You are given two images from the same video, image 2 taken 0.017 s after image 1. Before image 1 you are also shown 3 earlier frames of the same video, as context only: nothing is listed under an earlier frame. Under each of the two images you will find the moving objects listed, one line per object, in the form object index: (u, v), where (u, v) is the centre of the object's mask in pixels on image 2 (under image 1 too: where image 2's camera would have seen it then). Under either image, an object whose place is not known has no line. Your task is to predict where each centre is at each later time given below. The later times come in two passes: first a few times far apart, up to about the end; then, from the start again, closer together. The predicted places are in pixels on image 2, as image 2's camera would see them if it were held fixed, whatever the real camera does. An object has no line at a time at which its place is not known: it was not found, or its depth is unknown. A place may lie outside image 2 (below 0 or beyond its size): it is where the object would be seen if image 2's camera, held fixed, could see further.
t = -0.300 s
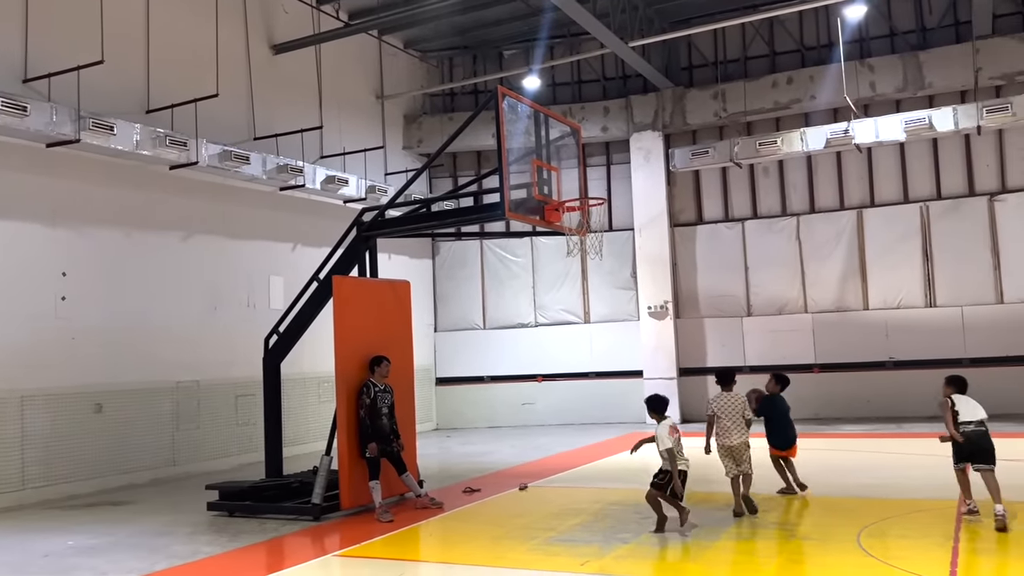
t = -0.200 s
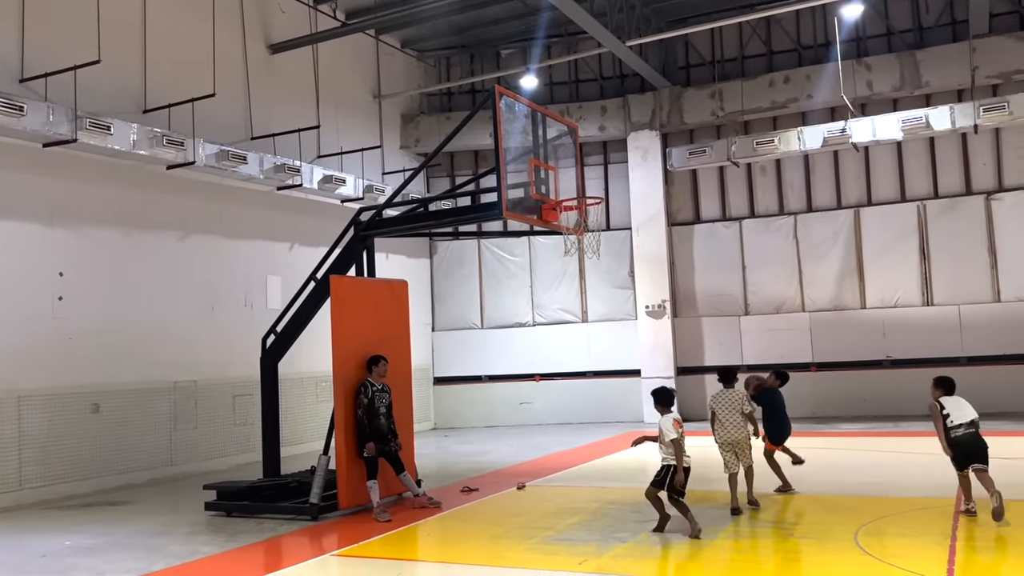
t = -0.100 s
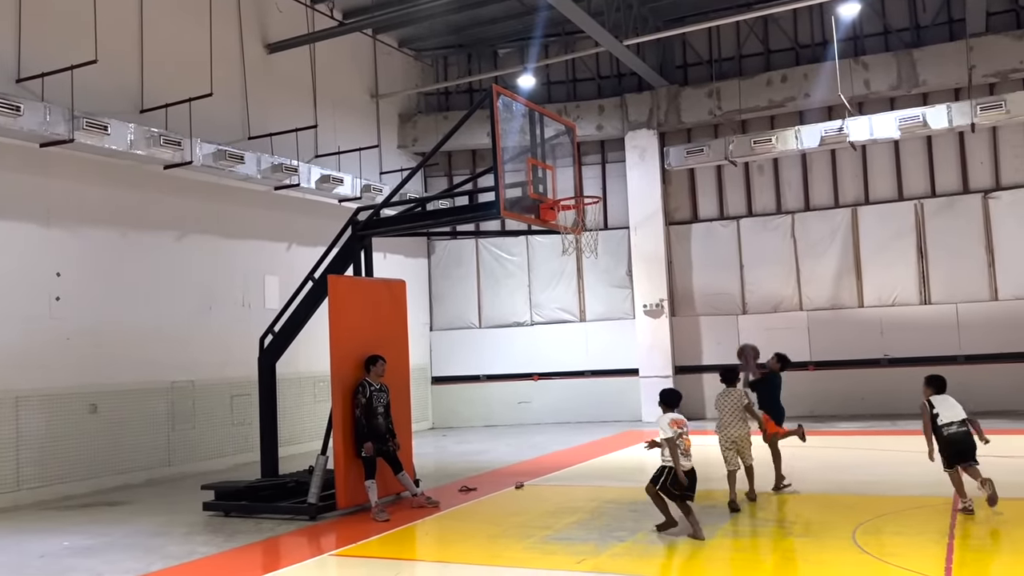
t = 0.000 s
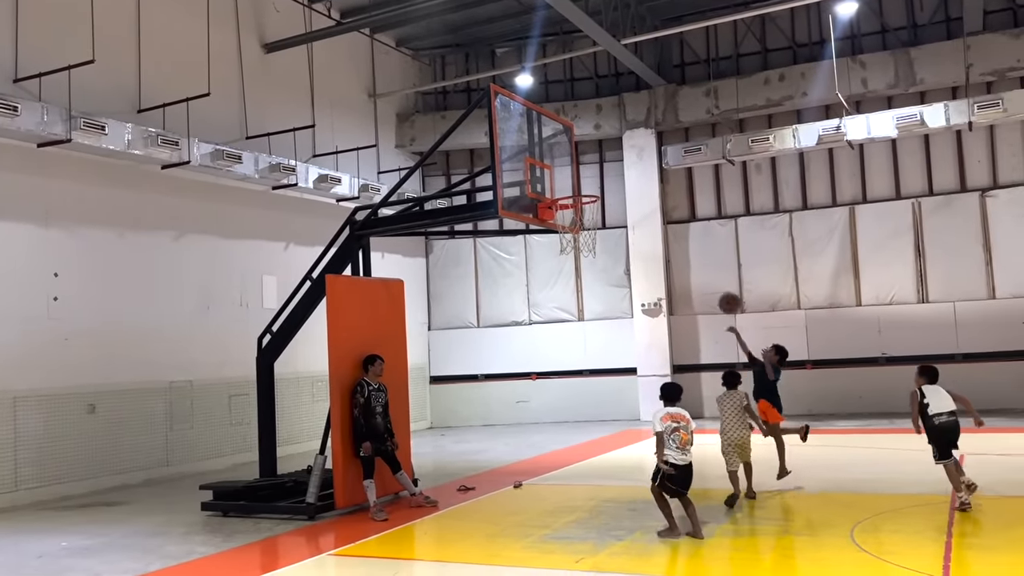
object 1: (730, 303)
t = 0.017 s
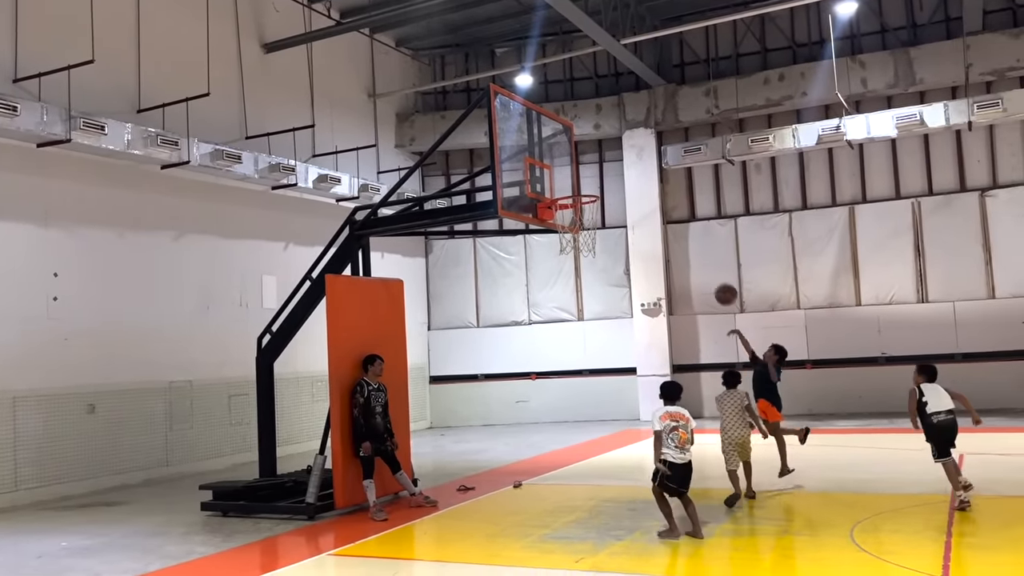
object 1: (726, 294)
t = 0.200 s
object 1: (690, 217)
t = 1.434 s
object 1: (618, 277)
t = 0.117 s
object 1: (706, 249)
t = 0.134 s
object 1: (703, 242)
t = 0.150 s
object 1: (699, 235)
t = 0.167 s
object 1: (696, 229)
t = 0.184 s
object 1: (693, 223)
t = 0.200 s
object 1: (690, 217)
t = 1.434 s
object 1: (618, 277)
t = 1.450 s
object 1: (618, 282)
